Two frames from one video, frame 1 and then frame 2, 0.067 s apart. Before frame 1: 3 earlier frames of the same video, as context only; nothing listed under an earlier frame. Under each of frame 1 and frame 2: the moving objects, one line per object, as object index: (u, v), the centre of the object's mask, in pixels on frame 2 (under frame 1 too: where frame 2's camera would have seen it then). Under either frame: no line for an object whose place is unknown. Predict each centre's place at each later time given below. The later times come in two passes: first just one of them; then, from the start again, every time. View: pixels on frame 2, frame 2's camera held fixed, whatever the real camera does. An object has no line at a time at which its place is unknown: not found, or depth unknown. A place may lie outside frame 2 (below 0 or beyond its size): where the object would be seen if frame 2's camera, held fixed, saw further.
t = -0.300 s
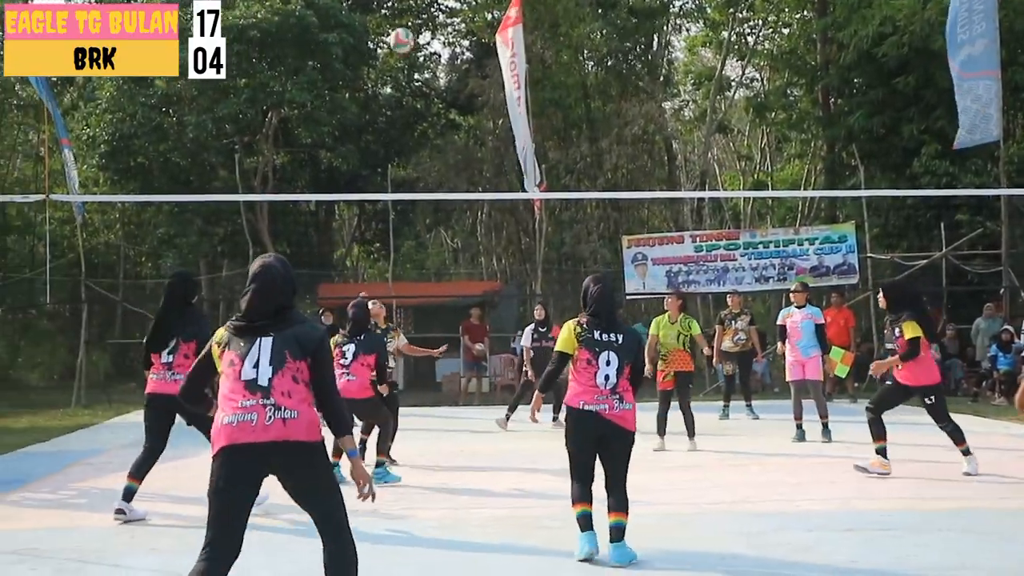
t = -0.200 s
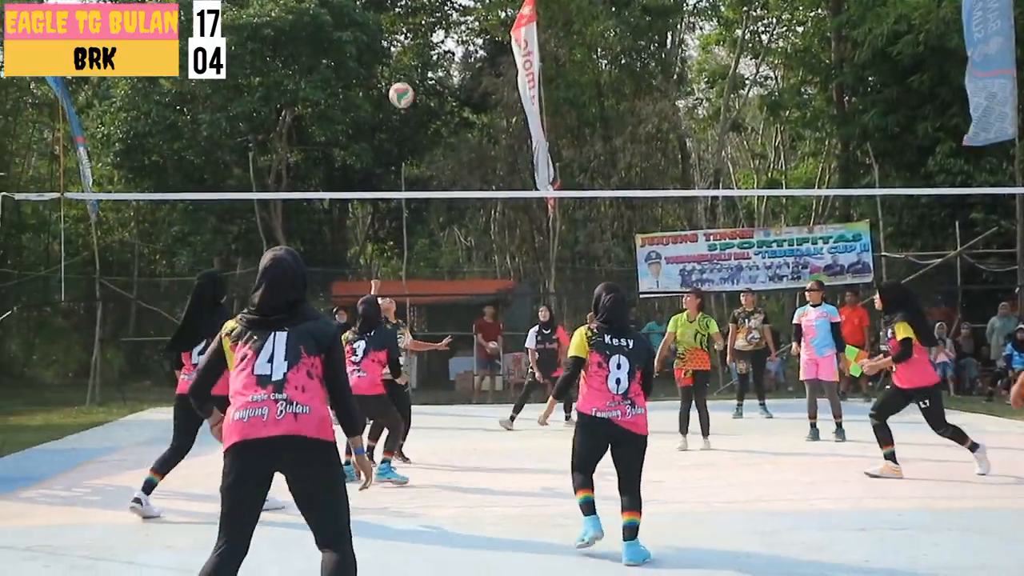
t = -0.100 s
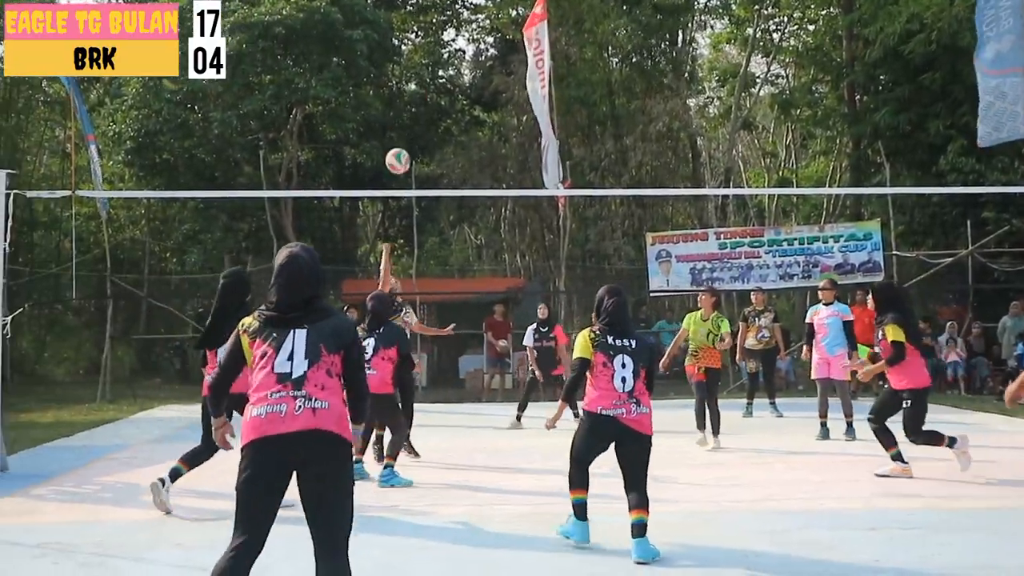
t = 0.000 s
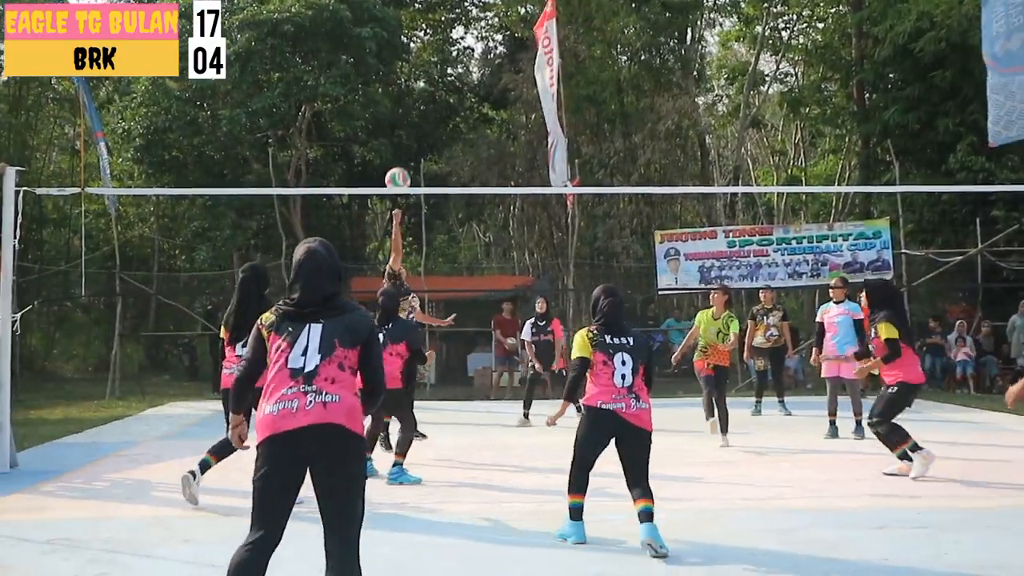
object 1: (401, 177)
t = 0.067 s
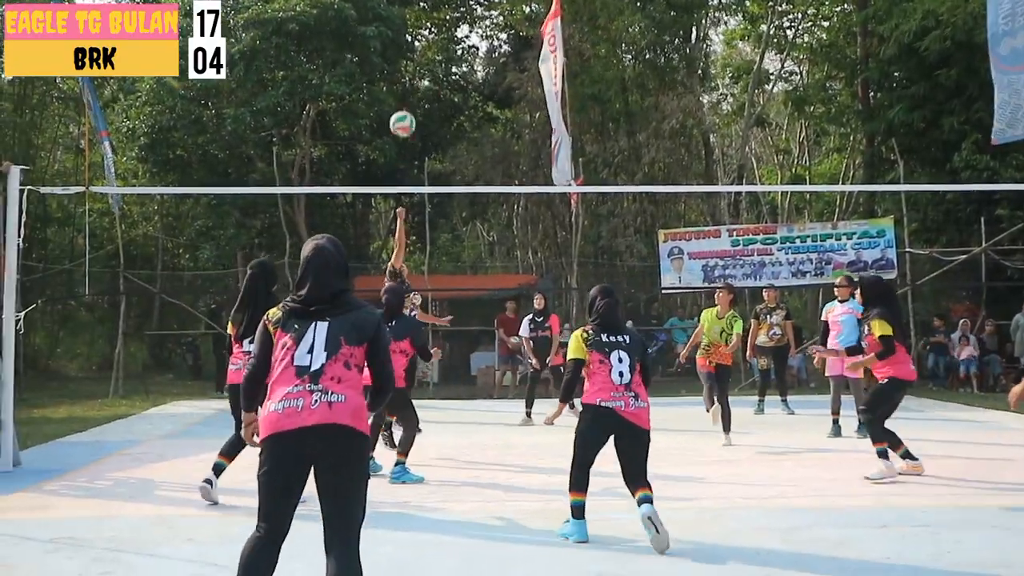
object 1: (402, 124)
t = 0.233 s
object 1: (403, 7)
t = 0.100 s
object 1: (402, 97)
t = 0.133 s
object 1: (403, 72)
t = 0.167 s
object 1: (403, 47)
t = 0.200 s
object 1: (402, 23)
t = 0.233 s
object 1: (403, 7)
